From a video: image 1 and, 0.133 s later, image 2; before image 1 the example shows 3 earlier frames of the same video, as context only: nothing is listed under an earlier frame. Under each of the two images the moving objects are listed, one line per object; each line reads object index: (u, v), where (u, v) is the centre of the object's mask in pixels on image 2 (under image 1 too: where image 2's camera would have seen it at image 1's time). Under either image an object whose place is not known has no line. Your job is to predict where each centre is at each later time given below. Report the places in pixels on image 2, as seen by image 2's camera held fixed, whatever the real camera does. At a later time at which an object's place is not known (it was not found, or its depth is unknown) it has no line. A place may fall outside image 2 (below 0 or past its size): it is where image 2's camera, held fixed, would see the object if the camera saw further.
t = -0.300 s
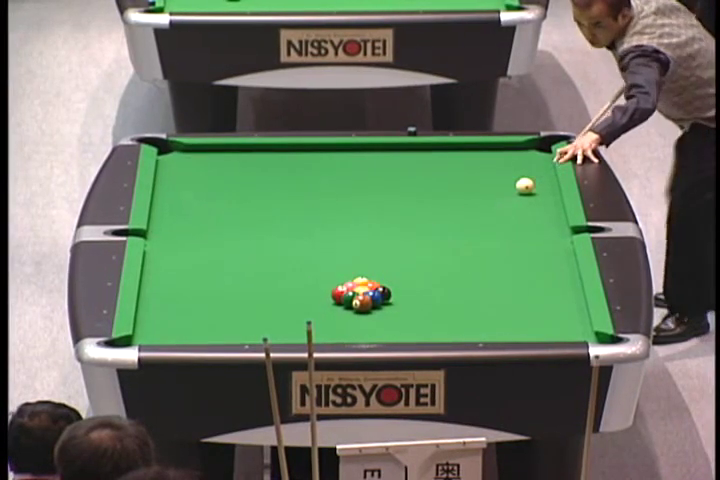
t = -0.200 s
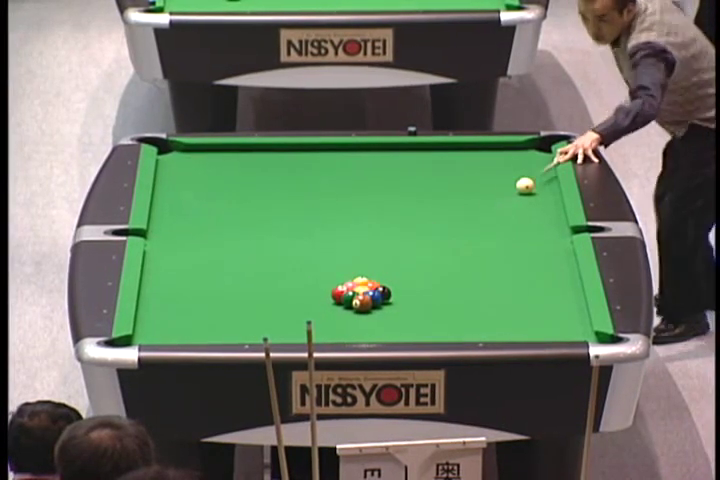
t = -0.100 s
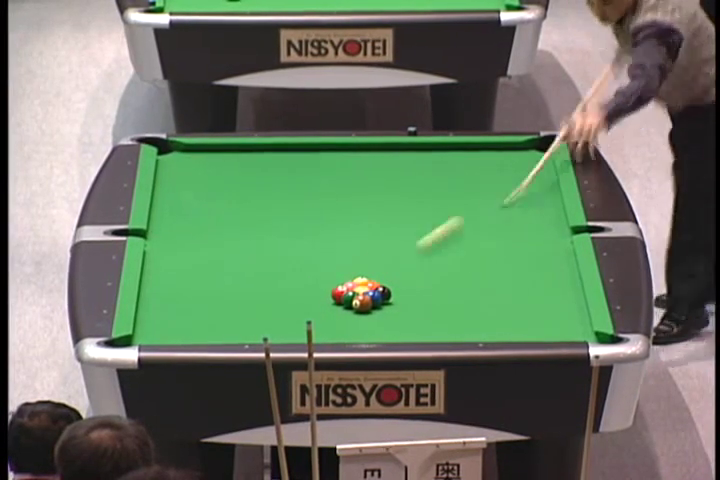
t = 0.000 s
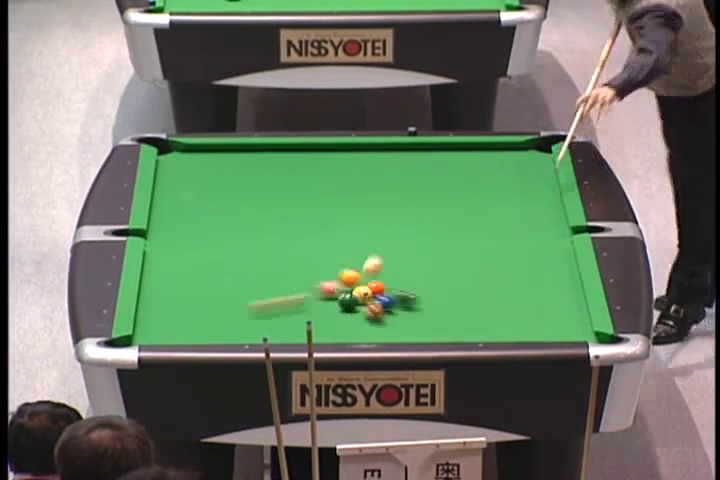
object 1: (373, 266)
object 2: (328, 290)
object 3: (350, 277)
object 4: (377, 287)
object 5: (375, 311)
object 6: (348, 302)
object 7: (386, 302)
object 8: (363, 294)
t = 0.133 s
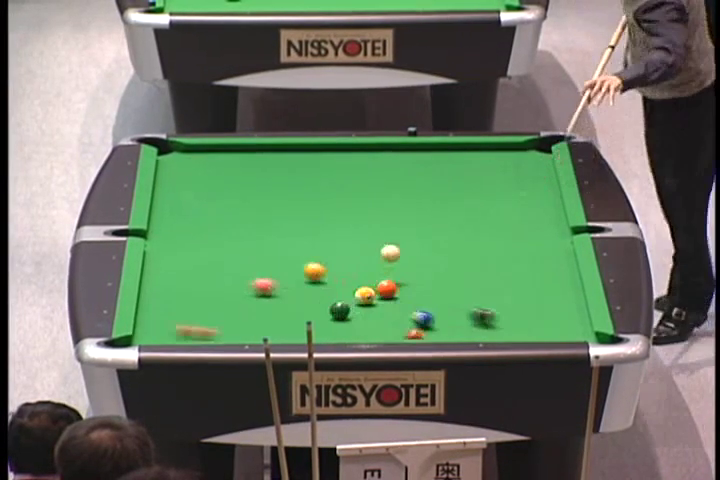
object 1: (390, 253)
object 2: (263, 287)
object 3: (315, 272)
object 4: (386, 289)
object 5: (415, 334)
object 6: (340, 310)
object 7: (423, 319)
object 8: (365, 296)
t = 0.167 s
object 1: (394, 257)
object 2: (250, 286)
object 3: (306, 270)
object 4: (390, 289)
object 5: (419, 331)
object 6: (338, 312)
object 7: (434, 322)
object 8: (365, 296)
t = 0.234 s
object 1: (403, 267)
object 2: (222, 284)
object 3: (290, 266)
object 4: (395, 288)
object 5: (414, 326)
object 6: (333, 316)
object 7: (462, 328)
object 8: (366, 296)
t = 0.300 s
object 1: (409, 262)
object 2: (195, 282)
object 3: (274, 262)
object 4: (401, 288)
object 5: (403, 321)
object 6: (329, 320)
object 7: (499, 329)
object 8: (367, 296)
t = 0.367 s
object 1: (415, 266)
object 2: (168, 281)
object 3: (258, 257)
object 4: (406, 287)
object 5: (392, 316)
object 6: (325, 324)
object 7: (534, 330)
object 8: (368, 296)
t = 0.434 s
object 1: (420, 266)
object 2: (152, 279)
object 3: (242, 252)
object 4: (410, 287)
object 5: (383, 312)
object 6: (322, 327)
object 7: (566, 332)
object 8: (369, 297)
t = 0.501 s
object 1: (424, 266)
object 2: (170, 277)
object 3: (227, 248)
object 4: (415, 287)
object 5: (374, 307)
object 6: (319, 330)
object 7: (596, 335)
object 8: (369, 295)
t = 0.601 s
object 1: (427, 267)
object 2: (193, 274)
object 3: (204, 241)
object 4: (422, 287)
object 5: (356, 301)
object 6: (312, 334)
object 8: (374, 295)
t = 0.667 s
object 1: (429, 267)
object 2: (207, 272)
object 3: (189, 237)
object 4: (427, 286)
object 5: (342, 300)
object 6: (302, 336)
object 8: (378, 293)
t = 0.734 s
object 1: (430, 268)
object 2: (222, 269)
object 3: (174, 233)
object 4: (431, 286)
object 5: (330, 298)
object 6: (300, 335)
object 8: (383, 292)
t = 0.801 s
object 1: (432, 269)
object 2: (236, 267)
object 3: (160, 229)
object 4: (435, 286)
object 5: (316, 296)
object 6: (299, 334)
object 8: (387, 290)
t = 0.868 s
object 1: (433, 269)
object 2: (251, 265)
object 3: (162, 225)
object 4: (440, 285)
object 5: (304, 294)
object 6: (297, 333)
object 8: (390, 288)
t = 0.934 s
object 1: (433, 269)
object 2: (264, 263)
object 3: (170, 222)
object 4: (444, 284)
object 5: (291, 292)
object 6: (295, 332)
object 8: (394, 287)
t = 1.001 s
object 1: (437, 267)
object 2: (278, 261)
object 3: (178, 219)
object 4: (448, 284)
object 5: (278, 290)
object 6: (292, 331)
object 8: (398, 285)
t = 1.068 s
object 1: (438, 263)
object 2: (292, 259)
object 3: (186, 216)
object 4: (452, 284)
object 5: (266, 288)
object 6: (289, 330)
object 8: (402, 283)
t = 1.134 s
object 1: (439, 258)
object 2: (305, 257)
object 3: (194, 212)
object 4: (456, 284)
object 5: (253, 286)
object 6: (286, 329)
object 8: (405, 281)
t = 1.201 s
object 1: (441, 254)
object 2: (317, 255)
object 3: (201, 209)
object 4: (459, 284)
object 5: (241, 285)
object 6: (283, 326)
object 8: (409, 280)
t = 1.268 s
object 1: (442, 251)
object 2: (331, 253)
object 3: (208, 207)
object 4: (462, 284)
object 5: (229, 283)
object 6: (281, 325)
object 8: (412, 278)
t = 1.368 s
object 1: (444, 245)
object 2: (350, 251)
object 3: (219, 202)
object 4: (467, 283)
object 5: (210, 280)
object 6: (277, 322)
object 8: (417, 276)
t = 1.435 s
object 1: (445, 242)
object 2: (363, 249)
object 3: (226, 200)
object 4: (470, 283)
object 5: (199, 279)
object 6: (275, 321)
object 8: (420, 275)
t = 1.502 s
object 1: (446, 238)
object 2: (375, 247)
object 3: (233, 197)
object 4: (473, 283)
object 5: (187, 277)
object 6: (272, 319)
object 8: (424, 273)
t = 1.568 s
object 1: (447, 235)
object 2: (387, 245)
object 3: (239, 194)
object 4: (476, 283)
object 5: (176, 275)
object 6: (269, 318)
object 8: (427, 272)
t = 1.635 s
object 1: (448, 231)
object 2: (399, 243)
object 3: (246, 191)
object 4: (479, 282)
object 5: (164, 274)
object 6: (267, 317)
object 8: (430, 270)
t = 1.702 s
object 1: (449, 228)
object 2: (412, 242)
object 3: (253, 189)
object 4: (481, 282)
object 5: (153, 273)
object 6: (265, 315)
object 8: (433, 269)
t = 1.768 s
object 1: (450, 224)
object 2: (423, 240)
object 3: (259, 186)
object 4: (484, 282)
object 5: (155, 271)
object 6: (262, 313)
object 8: (435, 268)
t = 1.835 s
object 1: (451, 221)
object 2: (435, 238)
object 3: (266, 184)
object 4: (486, 282)
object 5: (160, 272)
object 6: (260, 312)
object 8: (438, 267)
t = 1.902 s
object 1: (452, 218)
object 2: (446, 237)
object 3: (272, 181)
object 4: (488, 282)
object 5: (166, 270)
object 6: (258, 311)
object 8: (441, 265)
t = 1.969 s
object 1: (453, 215)
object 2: (458, 235)
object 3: (278, 179)
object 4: (490, 282)
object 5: (171, 269)
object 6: (256, 310)
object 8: (444, 264)
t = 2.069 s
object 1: (454, 210)
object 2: (475, 232)
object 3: (287, 175)
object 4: (493, 282)
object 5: (181, 269)
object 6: (252, 308)
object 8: (448, 262)
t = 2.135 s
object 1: (456, 207)
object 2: (486, 231)
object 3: (293, 172)
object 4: (495, 282)
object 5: (188, 270)
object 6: (250, 306)
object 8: (450, 261)
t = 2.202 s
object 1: (457, 204)
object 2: (497, 229)
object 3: (299, 170)
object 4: (497, 281)
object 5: (194, 271)
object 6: (248, 305)
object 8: (453, 260)
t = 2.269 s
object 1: (458, 201)
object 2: (507, 228)
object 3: (304, 168)
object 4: (498, 281)
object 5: (200, 271)
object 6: (246, 304)
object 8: (455, 259)
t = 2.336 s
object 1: (459, 198)
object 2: (518, 226)
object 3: (310, 166)
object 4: (500, 281)
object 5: (206, 271)
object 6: (244, 303)
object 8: (457, 258)
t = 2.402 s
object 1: (459, 195)
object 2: (528, 225)
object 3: (316, 163)
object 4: (501, 281)
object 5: (211, 272)
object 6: (242, 302)
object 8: (460, 257)
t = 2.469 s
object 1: (460, 193)
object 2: (538, 223)
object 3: (321, 161)
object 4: (502, 281)
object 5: (217, 272)
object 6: (240, 301)
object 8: (462, 256)
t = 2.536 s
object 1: (461, 190)
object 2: (549, 222)
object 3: (326, 158)
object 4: (503, 281)
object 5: (222, 272)
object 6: (239, 299)
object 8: (463, 255)
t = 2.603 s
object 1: (462, 187)
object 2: (558, 220)
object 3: (332, 156)
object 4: (504, 281)
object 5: (227, 273)
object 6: (237, 299)
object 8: (466, 254)
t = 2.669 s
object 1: (463, 184)
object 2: (553, 219)
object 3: (337, 154)
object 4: (505, 281)
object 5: (233, 273)
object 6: (235, 298)
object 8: (467, 254)
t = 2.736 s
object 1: (464, 182)
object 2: (548, 219)
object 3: (342, 152)
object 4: (505, 281)
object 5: (238, 273)
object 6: (233, 297)
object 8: (470, 253)
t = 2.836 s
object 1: (465, 178)
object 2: (540, 218)
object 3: (349, 149)
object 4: (505, 281)
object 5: (245, 274)
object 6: (231, 296)
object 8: (473, 252)
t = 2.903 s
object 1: (466, 175)
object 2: (535, 217)
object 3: (355, 147)
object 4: (506, 281)
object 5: (250, 274)
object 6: (230, 295)
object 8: (475, 251)
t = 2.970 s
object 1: (466, 173)
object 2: (530, 216)
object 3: (360, 147)
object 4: (506, 281)
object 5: (255, 275)
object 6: (228, 294)
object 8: (476, 250)
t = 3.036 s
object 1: (467, 170)
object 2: (525, 216)
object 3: (364, 148)
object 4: (506, 281)
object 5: (260, 275)
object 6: (227, 294)
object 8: (478, 250)
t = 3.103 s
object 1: (469, 168)
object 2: (521, 215)
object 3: (369, 149)
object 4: (506, 281)
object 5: (264, 275)
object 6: (225, 292)
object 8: (480, 249)
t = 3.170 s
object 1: (469, 166)
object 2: (515, 215)
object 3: (374, 150)
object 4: (506, 281)
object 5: (268, 275)
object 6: (224, 292)
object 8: (481, 248)
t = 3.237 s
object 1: (470, 163)
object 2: (511, 214)
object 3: (379, 151)
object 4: (506, 281)
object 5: (272, 276)
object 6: (222, 291)
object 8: (483, 248)
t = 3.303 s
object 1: (471, 161)
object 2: (507, 213)
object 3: (384, 152)
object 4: (505, 281)
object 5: (276, 276)
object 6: (221, 290)
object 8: (484, 247)
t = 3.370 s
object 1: (471, 159)
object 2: (503, 213)
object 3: (389, 154)
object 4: (505, 281)
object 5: (280, 276)
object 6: (220, 291)
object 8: (485, 247)
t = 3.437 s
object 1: (472, 156)
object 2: (498, 212)
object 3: (393, 155)
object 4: (505, 281)
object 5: (284, 277)
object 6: (219, 290)
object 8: (487, 246)
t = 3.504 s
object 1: (472, 154)
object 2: (494, 212)
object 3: (398, 156)
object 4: (505, 281)
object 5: (287, 277)
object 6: (217, 289)
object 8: (488, 245)
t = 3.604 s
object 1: (474, 152)
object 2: (488, 211)
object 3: (405, 157)
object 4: (506, 281)
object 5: (292, 277)
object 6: (216, 289)
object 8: (490, 245)
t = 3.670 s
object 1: (474, 149)
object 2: (484, 211)
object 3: (408, 158)
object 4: (505, 281)
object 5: (296, 277)
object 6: (215, 288)
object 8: (490, 245)
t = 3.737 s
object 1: (475, 147)
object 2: (481, 210)
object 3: (413, 159)
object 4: (505, 281)
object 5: (299, 277)
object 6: (214, 288)
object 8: (491, 244)
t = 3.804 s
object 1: (476, 146)
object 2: (477, 210)
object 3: (417, 160)
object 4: (505, 281)
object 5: (302, 278)
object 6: (213, 287)
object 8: (492, 244)
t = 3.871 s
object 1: (476, 147)
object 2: (474, 209)
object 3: (421, 161)
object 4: (506, 281)
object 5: (305, 278)
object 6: (212, 287)
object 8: (493, 243)
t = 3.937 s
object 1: (476, 148)
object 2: (470, 209)
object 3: (425, 162)
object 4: (506, 281)
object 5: (307, 278)
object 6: (211, 287)
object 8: (494, 243)
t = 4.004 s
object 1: (476, 148)
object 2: (467, 208)
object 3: (429, 163)
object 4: (506, 281)
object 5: (310, 278)
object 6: (211, 286)
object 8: (494, 243)
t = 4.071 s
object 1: (476, 149)
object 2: (464, 208)
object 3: (433, 164)
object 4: (505, 281)
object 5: (313, 278)
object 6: (210, 286)
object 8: (495, 242)
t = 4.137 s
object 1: (477, 150)
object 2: (461, 208)
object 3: (437, 165)
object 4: (505, 281)
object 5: (315, 279)
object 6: (209, 285)
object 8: (495, 242)
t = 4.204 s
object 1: (477, 151)
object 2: (458, 207)
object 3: (441, 165)
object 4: (506, 281)
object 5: (317, 279)
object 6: (209, 285)
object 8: (496, 242)
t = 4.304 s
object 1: (476, 153)
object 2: (454, 207)
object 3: (447, 167)
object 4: (505, 281)
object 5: (321, 279)
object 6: (208, 285)
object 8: (496, 242)
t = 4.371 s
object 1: (477, 154)
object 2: (451, 206)
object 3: (450, 168)
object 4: (506, 281)
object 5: (323, 279)
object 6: (208, 285)
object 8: (496, 242)
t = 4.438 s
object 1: (477, 154)
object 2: (448, 206)
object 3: (454, 169)
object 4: (506, 281)
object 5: (324, 279)
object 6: (208, 285)
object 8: (497, 242)
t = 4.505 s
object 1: (477, 155)
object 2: (446, 206)
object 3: (457, 170)
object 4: (506, 281)
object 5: (326, 279)
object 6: (207, 285)
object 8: (497, 241)
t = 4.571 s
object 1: (477, 156)
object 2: (444, 205)
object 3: (460, 170)
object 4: (505, 281)
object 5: (327, 279)
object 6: (207, 284)
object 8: (497, 241)
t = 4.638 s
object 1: (477, 156)
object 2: (441, 205)
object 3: (464, 171)
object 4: (505, 281)
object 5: (329, 279)
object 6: (207, 284)
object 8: (497, 241)
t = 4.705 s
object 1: (477, 157)
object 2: (439, 205)
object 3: (466, 172)
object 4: (505, 281)
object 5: (330, 279)
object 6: (207, 284)
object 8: (497, 241)
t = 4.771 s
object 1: (478, 158)
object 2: (437, 205)
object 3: (470, 173)
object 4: (505, 281)
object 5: (331, 280)
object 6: (207, 284)
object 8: (497, 241)
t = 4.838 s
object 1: (478, 158)
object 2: (435, 205)
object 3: (472, 173)
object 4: (506, 281)
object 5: (333, 280)
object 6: (207, 284)
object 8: (497, 241)
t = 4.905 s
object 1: (478, 159)
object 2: (434, 205)
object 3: (476, 174)
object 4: (506, 281)
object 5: (334, 280)
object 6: (207, 284)
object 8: (497, 241)
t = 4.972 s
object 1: (478, 159)
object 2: (432, 205)
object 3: (478, 174)
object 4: (505, 281)
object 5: (335, 280)
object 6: (207, 284)
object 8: (497, 241)
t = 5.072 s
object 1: (478, 160)
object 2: (429, 204)
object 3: (483, 175)
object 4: (506, 280)
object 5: (335, 280)
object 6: (207, 284)
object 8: (497, 241)
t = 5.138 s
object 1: (478, 161)
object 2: (428, 204)
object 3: (485, 175)
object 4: (505, 281)
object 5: (336, 280)
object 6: (207, 284)
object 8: (497, 241)
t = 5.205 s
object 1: (478, 162)
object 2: (427, 204)
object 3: (488, 176)
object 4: (506, 281)
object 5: (336, 280)
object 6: (207, 284)
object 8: (497, 241)
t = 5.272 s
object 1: (479, 163)
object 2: (426, 204)
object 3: (491, 177)
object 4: (505, 281)
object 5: (336, 280)
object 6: (207, 284)
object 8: (497, 241)
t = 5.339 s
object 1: (479, 163)
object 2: (424, 204)
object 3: (493, 177)
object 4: (505, 281)
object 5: (336, 280)
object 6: (207, 284)
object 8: (497, 241)
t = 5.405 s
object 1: (479, 164)
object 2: (423, 204)
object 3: (495, 178)
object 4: (505, 281)
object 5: (336, 280)
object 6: (207, 284)
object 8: (496, 241)
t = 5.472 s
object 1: (480, 164)
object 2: (422, 204)
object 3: (498, 179)
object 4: (505, 281)
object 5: (336, 280)
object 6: (207, 284)
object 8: (497, 241)
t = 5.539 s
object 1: (479, 165)
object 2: (421, 204)
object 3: (500, 179)
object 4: (505, 281)
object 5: (336, 280)
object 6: (207, 284)
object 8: (497, 241)
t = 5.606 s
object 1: (480, 165)
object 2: (421, 204)
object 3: (502, 179)
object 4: (505, 281)
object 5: (336, 280)
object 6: (207, 284)
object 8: (497, 241)
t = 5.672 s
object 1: (480, 166)
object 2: (420, 203)
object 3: (504, 180)
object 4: (505, 281)
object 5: (336, 280)
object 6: (207, 284)
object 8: (497, 241)
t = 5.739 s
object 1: (480, 166)
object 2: (420, 203)
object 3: (506, 180)
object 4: (506, 281)
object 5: (336, 280)
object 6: (207, 284)
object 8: (496, 241)
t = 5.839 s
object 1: (480, 167)
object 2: (419, 203)
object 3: (508, 181)
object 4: (505, 281)
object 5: (336, 280)
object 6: (207, 284)
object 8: (497, 241)
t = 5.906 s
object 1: (481, 167)
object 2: (419, 203)
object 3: (510, 181)
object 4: (505, 281)
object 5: (336, 280)
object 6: (207, 284)
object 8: (497, 241)
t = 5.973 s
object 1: (481, 167)
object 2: (419, 203)
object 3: (512, 181)
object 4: (505, 281)
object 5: (336, 280)
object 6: (207, 284)
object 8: (496, 241)
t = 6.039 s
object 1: (481, 167)
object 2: (419, 203)
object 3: (513, 182)
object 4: (505, 281)
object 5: (336, 280)
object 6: (207, 284)
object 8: (496, 241)
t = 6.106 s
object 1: (482, 167)
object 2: (419, 203)
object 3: (514, 182)
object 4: (505, 281)
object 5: (336, 280)
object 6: (207, 284)
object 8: (496, 241)
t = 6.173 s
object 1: (482, 167)
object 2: (419, 203)
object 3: (516, 182)
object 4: (506, 281)
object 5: (336, 280)
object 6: (207, 285)
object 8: (497, 241)
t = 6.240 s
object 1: (482, 167)
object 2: (419, 203)
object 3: (517, 183)
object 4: (506, 281)
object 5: (336, 280)
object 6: (207, 285)
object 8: (497, 241)
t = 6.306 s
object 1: (482, 167)
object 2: (419, 203)
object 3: (518, 183)
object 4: (506, 281)
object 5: (336, 280)
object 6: (207, 285)
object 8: (497, 241)
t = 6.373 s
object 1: (482, 167)
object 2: (419, 203)
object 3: (519, 183)
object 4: (506, 281)
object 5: (336, 280)
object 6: (207, 285)
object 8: (497, 241)
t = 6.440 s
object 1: (482, 167)
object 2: (419, 203)
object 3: (521, 183)
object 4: (506, 281)
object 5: (336, 280)
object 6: (206, 285)
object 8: (497, 241)
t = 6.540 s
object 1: (482, 167)
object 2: (419, 203)
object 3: (522, 184)
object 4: (506, 281)
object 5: (336, 280)
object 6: (207, 285)
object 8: (497, 241)
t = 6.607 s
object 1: (482, 167)
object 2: (419, 203)
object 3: (523, 184)
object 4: (506, 281)
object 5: (336, 280)
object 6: (207, 285)
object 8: (497, 241)
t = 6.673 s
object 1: (482, 167)
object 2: (419, 203)
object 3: (524, 184)
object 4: (506, 281)
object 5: (336, 280)
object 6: (207, 285)
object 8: (497, 241)
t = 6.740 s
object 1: (482, 167)
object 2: (419, 203)
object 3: (525, 184)
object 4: (506, 281)
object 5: (336, 280)
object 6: (207, 285)
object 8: (497, 241)
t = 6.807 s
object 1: (482, 167)
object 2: (419, 203)
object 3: (525, 184)
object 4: (506, 281)
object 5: (336, 280)
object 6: (207, 285)
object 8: (497, 241)
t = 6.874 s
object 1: (482, 167)
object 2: (419, 203)
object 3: (525, 184)
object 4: (506, 281)
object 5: (336, 280)
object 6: (207, 285)
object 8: (497, 241)
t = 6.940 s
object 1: (482, 167)
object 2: (419, 203)
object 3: (526, 184)
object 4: (506, 281)
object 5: (336, 280)
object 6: (207, 285)
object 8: (497, 241)
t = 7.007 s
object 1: (482, 167)
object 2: (419, 203)
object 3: (526, 184)
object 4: (506, 281)
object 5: (336, 280)
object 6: (207, 285)
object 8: (497, 241)
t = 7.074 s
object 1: (482, 167)
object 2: (419, 203)
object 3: (526, 184)
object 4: (506, 281)
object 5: (336, 280)
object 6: (207, 285)
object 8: (497, 241)
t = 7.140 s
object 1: (482, 167)
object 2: (419, 203)
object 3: (526, 185)
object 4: (506, 281)
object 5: (336, 280)
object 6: (207, 285)
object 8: (497, 241)
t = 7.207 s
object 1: (482, 167)
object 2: (419, 203)
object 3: (526, 185)
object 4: (506, 281)
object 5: (336, 280)
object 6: (207, 285)
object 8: (497, 241)
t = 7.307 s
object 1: (482, 167)
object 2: (419, 203)
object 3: (526, 185)
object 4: (506, 281)
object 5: (336, 280)
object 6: (207, 285)
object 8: (497, 241)
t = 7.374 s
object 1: (482, 167)
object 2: (419, 203)
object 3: (526, 185)
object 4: (506, 281)
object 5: (336, 280)
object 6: (207, 285)
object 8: (497, 241)
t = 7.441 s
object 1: (482, 167)
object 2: (419, 203)
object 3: (526, 185)
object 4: (506, 281)
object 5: (336, 280)
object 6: (207, 285)
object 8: (497, 241)
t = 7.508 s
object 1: (482, 167)
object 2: (419, 203)
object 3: (526, 185)
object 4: (506, 281)
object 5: (336, 280)
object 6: (207, 285)
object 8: (497, 241)
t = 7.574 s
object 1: (482, 167)
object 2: (419, 203)
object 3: (526, 185)
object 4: (506, 281)
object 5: (336, 280)
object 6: (207, 285)
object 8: (497, 241)
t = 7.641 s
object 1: (482, 167)
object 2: (419, 203)
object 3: (526, 185)
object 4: (506, 281)
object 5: (336, 280)
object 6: (207, 285)
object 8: (497, 241)
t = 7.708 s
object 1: (482, 167)
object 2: (419, 203)
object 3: (526, 185)
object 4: (505, 281)
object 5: (336, 280)
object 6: (207, 285)
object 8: (497, 241)
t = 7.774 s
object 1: (482, 167)
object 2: (419, 203)
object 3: (526, 185)
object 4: (506, 281)
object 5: (336, 280)
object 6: (207, 285)
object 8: (497, 241)
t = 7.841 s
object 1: (482, 167)
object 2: (419, 203)
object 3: (526, 185)
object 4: (506, 281)
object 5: (336, 280)
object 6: (207, 285)
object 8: (497, 241)
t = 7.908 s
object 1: (482, 167)
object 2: (419, 203)
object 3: (526, 185)
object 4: (506, 281)
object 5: (336, 280)
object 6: (207, 285)
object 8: (497, 241)
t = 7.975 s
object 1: (482, 167)
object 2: (419, 203)
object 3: (526, 185)
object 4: (506, 281)
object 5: (336, 280)
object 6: (207, 285)
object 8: (497, 241)
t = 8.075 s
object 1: (482, 167)
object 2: (419, 203)
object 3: (526, 185)
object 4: (506, 281)
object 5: (336, 280)
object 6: (207, 285)
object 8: (497, 241)
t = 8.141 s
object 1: (482, 167)
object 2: (419, 203)
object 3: (526, 185)
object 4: (506, 281)
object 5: (336, 280)
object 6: (207, 285)
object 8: (497, 241)
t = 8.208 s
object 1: (482, 167)
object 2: (419, 203)
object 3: (526, 185)
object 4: (506, 281)
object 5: (336, 280)
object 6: (207, 285)
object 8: (497, 241)
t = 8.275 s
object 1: (482, 167)
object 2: (419, 203)
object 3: (526, 185)
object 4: (506, 281)
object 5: (336, 280)
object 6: (207, 285)
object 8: (497, 241)
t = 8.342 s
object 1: (482, 167)
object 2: (419, 203)
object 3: (526, 185)
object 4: (506, 281)
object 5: (336, 280)
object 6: (207, 285)
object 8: (497, 241)
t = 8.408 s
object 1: (482, 167)
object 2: (419, 203)
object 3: (526, 185)
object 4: (506, 281)
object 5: (336, 280)
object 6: (207, 285)
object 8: (497, 241)
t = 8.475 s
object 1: (482, 167)
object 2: (419, 203)
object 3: (526, 185)
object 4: (506, 281)
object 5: (336, 280)
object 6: (206, 285)
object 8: (497, 241)
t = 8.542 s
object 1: (482, 167)
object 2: (419, 203)
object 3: (526, 185)
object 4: (506, 281)
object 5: (336, 280)
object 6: (207, 285)
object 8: (497, 241)
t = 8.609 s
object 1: (482, 167)
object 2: (419, 203)
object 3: (526, 185)
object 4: (506, 281)
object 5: (336, 280)
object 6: (207, 285)
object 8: (497, 241)
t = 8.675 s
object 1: (482, 167)
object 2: (419, 203)
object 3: (526, 185)
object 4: (506, 281)
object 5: (336, 280)
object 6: (207, 285)
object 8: (497, 241)
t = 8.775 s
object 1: (482, 167)
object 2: (419, 203)
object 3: (526, 185)
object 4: (506, 281)
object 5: (336, 280)
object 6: (206, 285)
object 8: (497, 241)
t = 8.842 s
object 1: (482, 167)
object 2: (419, 203)
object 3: (526, 185)
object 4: (506, 281)
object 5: (336, 280)
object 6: (207, 285)
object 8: (497, 241)
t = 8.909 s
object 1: (482, 167)
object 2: (419, 203)
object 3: (526, 185)
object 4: (506, 281)
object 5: (336, 280)
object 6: (207, 285)
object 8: (497, 241)
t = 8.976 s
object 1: (482, 167)
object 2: (419, 203)
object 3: (526, 185)
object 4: (506, 281)
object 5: (336, 280)
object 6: (207, 285)
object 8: (497, 241)
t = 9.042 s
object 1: (482, 167)
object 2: (419, 203)
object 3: (526, 185)
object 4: (506, 281)
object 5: (336, 280)
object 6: (207, 285)
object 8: (497, 241)
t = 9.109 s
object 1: (482, 167)
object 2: (419, 203)
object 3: (526, 185)
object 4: (506, 281)
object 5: (336, 280)
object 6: (207, 285)
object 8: (497, 241)
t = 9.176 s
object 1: (482, 167)
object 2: (419, 203)
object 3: (526, 185)
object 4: (506, 281)
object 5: (336, 280)
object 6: (207, 285)
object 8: (497, 241)
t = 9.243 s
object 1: (482, 167)
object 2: (419, 203)
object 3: (526, 185)
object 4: (506, 281)
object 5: (336, 280)
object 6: (207, 285)
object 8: (497, 241)
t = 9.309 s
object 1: (482, 167)
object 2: (419, 203)
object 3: (526, 185)
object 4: (506, 281)
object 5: (336, 280)
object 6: (207, 285)
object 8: (497, 241)
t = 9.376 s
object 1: (482, 167)
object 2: (419, 203)
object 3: (526, 184)
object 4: (506, 281)
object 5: (336, 280)
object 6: (207, 285)
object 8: (497, 241)
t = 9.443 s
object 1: (482, 167)
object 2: (419, 203)
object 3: (526, 184)
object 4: (506, 281)
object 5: (336, 280)
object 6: (207, 285)
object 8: (497, 241)
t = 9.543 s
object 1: (482, 167)
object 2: (419, 203)
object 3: (526, 184)
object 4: (506, 281)
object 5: (336, 280)
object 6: (207, 285)
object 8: (497, 241)
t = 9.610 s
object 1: (482, 167)
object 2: (419, 203)
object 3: (526, 185)
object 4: (506, 281)
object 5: (336, 280)
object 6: (207, 285)
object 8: (497, 241)
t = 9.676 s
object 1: (482, 167)
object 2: (419, 203)
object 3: (526, 184)
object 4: (506, 281)
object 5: (336, 280)
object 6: (207, 285)
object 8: (497, 241)
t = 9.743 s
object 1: (482, 167)
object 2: (419, 203)
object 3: (526, 184)
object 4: (506, 281)
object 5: (336, 280)
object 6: (207, 285)
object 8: (497, 241)
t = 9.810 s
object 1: (482, 167)
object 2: (419, 203)
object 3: (526, 185)
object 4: (506, 281)
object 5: (336, 280)
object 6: (207, 285)
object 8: (497, 241)
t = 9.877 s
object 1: (482, 167)
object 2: (419, 203)
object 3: (526, 184)
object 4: (506, 281)
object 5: (336, 281)
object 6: (207, 284)
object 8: (497, 241)
